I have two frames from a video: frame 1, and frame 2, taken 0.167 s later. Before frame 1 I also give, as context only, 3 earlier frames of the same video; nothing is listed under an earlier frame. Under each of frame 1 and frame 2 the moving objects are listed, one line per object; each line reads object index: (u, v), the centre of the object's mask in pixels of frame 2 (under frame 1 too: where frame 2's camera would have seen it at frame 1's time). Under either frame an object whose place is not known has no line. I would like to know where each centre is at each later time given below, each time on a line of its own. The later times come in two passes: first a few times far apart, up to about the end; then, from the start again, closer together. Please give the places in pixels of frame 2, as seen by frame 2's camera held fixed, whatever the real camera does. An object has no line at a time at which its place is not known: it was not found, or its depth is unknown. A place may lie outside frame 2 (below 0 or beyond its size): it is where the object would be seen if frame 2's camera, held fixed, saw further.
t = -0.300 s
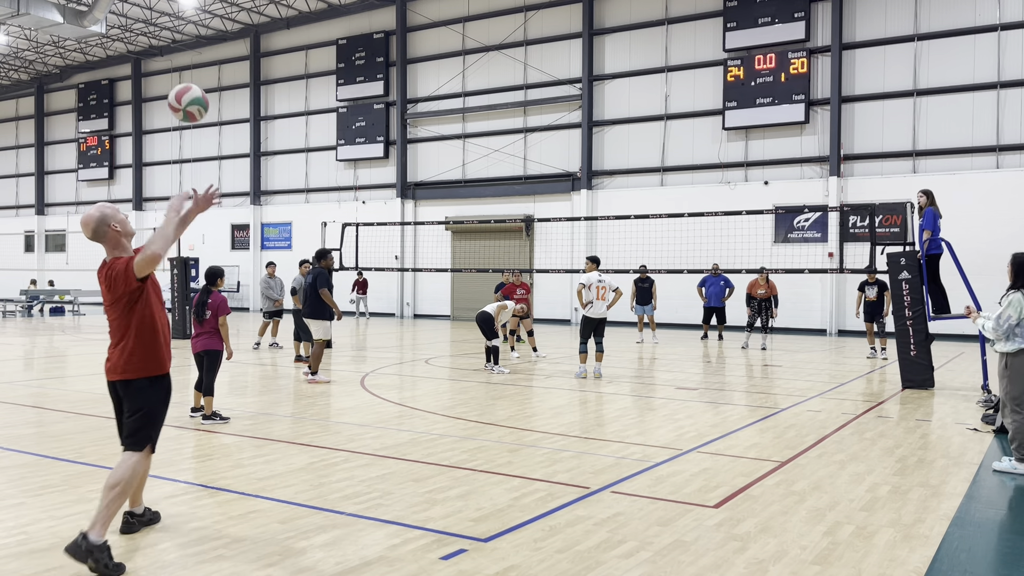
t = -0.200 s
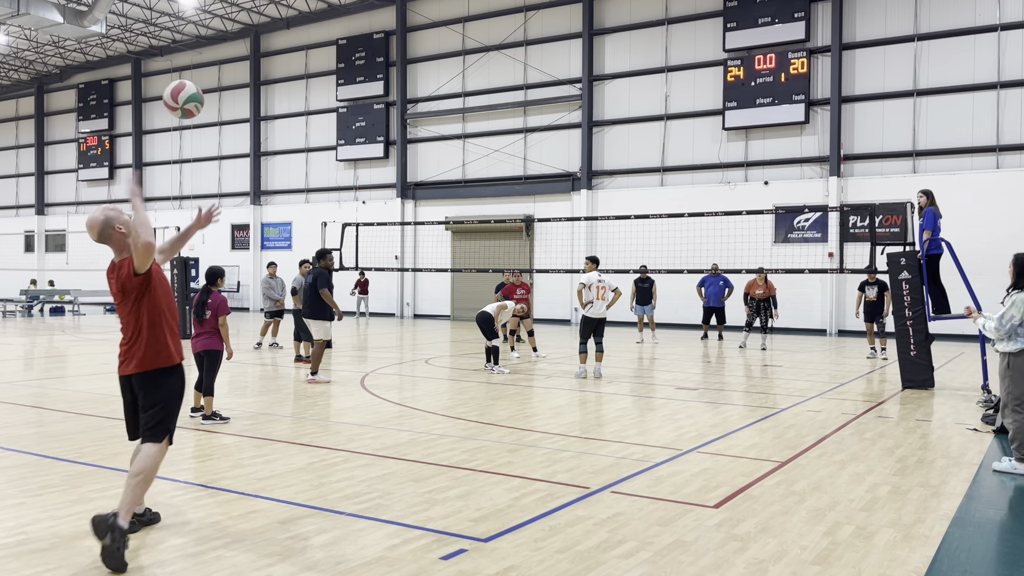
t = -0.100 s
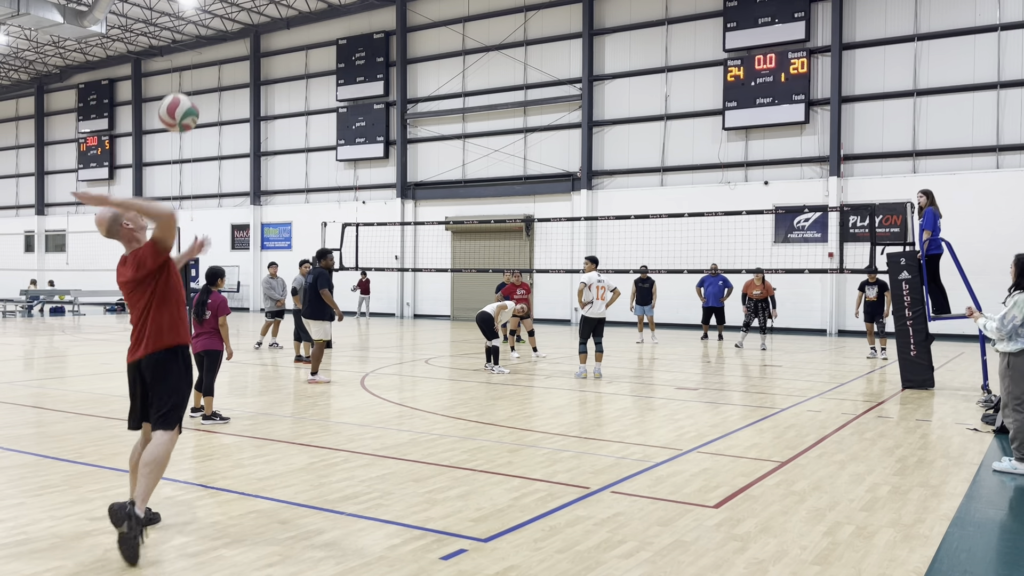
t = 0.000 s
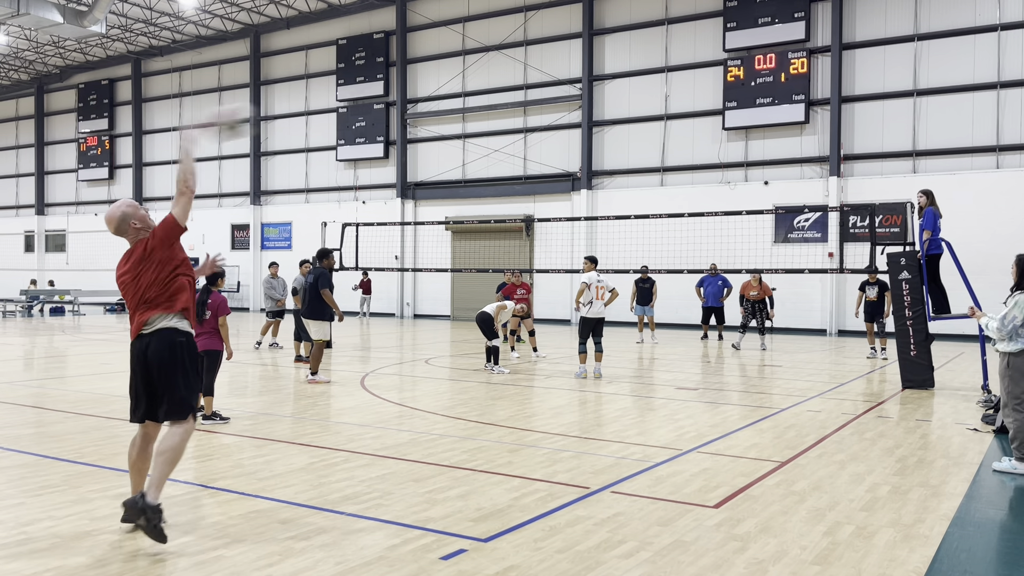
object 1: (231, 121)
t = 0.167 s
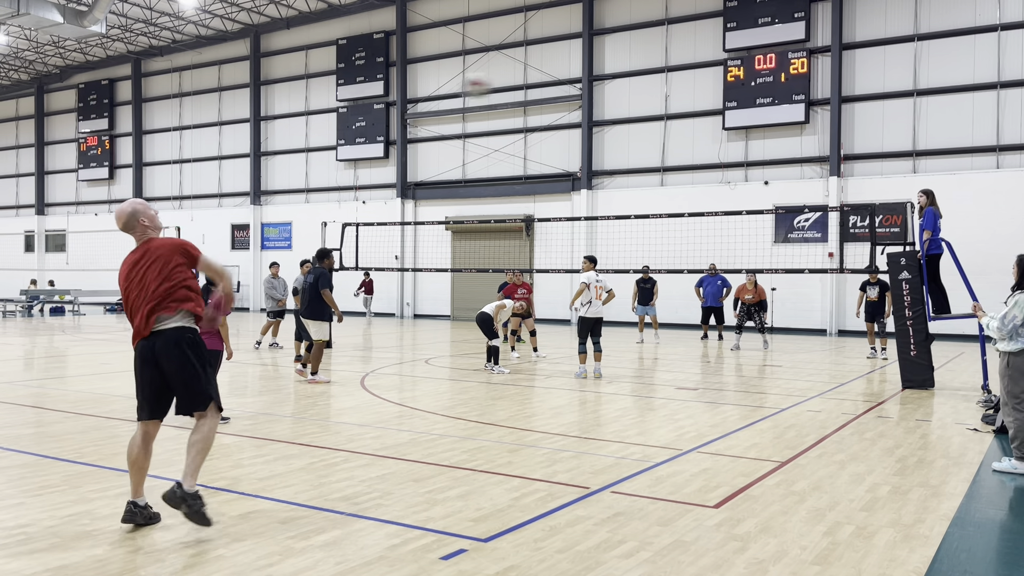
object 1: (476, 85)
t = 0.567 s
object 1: (736, 120)
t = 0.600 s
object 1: (748, 126)
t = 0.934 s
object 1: (843, 201)
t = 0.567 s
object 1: (736, 120)
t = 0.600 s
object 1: (748, 126)
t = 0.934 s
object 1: (843, 201)
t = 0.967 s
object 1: (845, 204)
